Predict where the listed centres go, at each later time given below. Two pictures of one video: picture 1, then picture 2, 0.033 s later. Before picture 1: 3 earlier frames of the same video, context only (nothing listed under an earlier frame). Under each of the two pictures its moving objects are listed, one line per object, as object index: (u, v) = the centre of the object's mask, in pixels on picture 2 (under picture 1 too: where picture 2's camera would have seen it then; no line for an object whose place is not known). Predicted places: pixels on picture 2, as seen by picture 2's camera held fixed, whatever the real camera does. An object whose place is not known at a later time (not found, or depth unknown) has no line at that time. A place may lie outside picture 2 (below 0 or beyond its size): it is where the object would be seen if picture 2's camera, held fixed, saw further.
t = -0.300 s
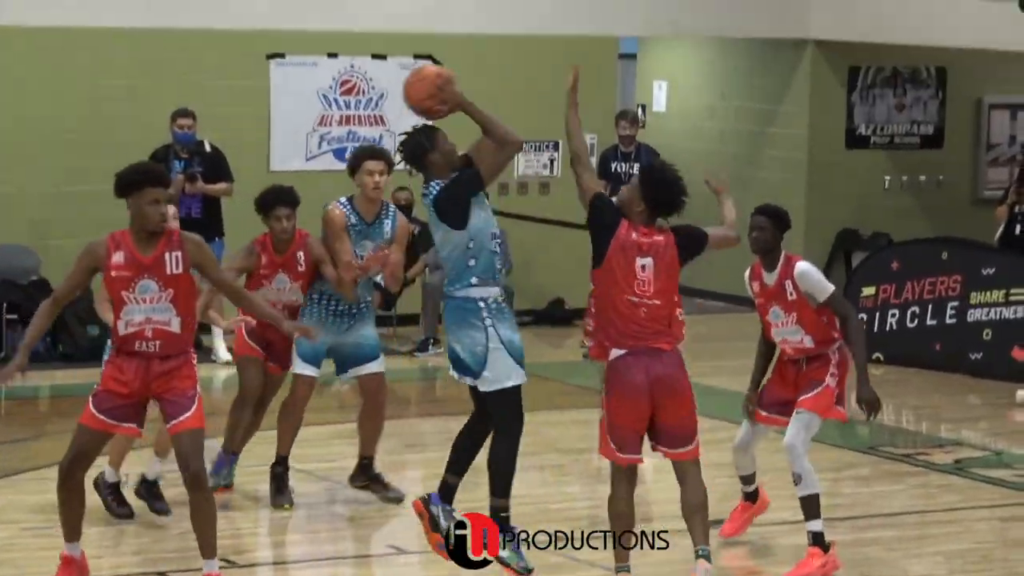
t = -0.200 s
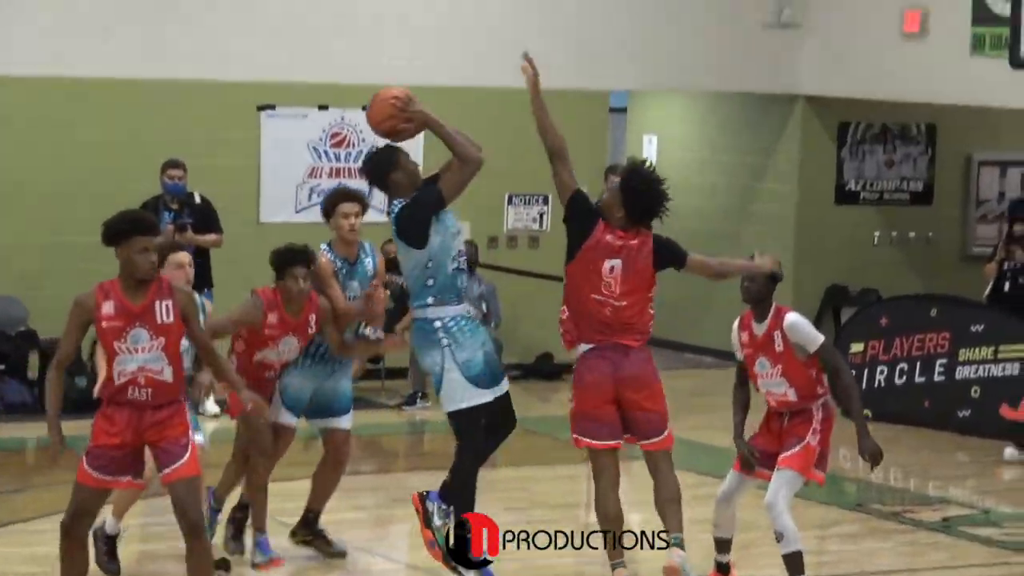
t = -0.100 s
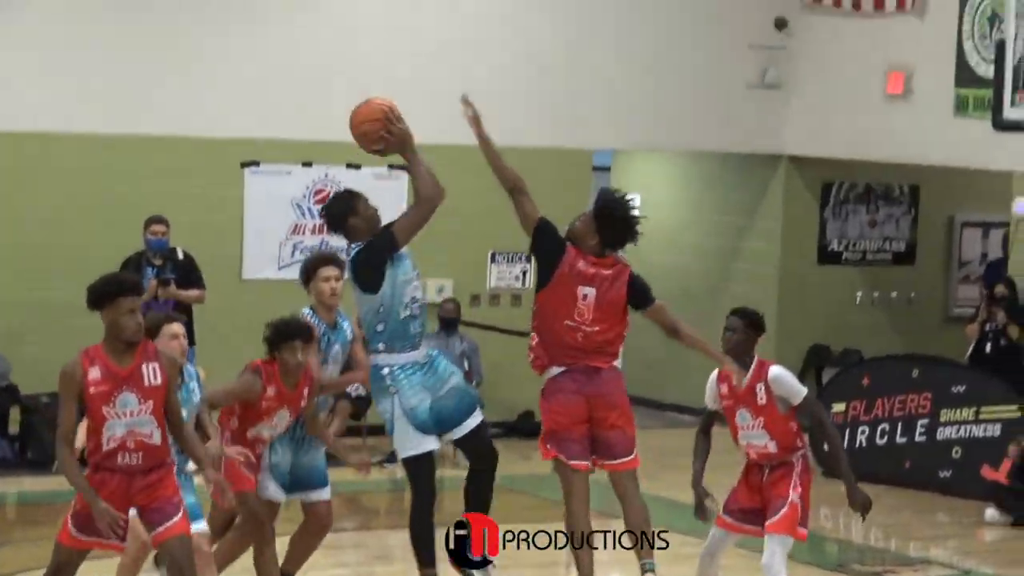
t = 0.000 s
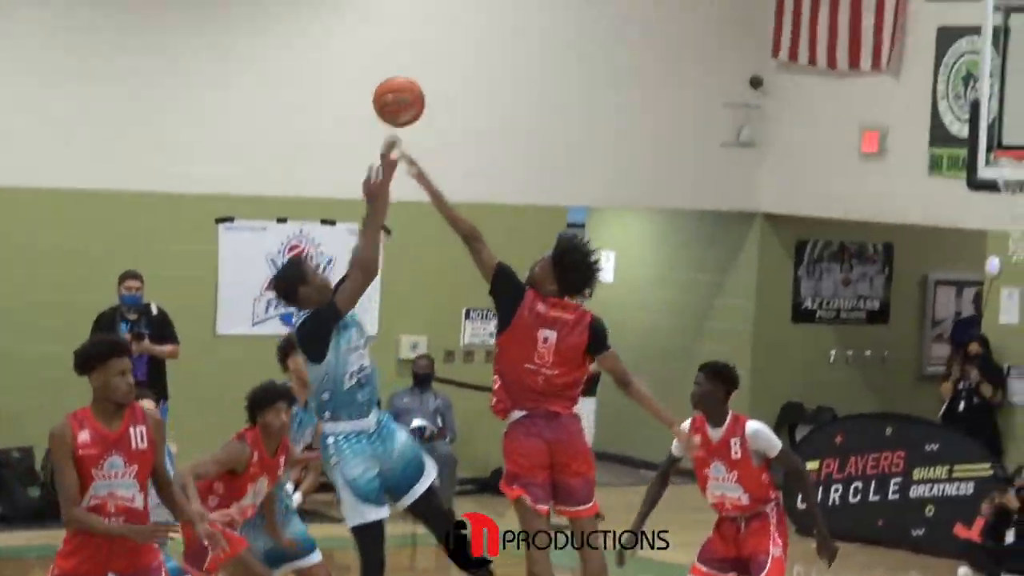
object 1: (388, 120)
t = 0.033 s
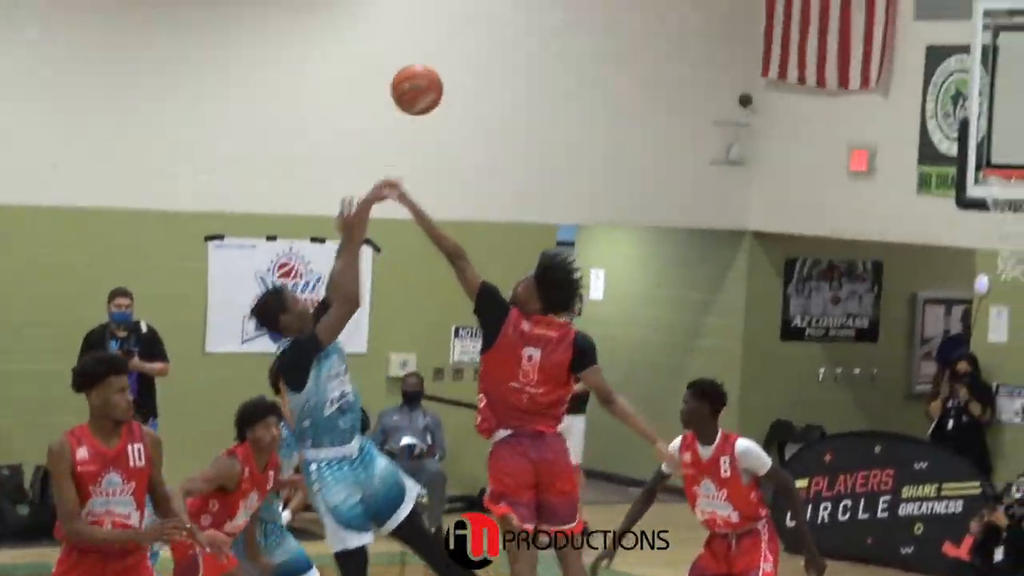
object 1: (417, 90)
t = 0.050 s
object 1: (430, 76)
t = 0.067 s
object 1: (445, 63)
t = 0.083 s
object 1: (458, 51)
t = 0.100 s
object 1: (472, 41)
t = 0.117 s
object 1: (485, 30)
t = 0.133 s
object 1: (498, 21)
